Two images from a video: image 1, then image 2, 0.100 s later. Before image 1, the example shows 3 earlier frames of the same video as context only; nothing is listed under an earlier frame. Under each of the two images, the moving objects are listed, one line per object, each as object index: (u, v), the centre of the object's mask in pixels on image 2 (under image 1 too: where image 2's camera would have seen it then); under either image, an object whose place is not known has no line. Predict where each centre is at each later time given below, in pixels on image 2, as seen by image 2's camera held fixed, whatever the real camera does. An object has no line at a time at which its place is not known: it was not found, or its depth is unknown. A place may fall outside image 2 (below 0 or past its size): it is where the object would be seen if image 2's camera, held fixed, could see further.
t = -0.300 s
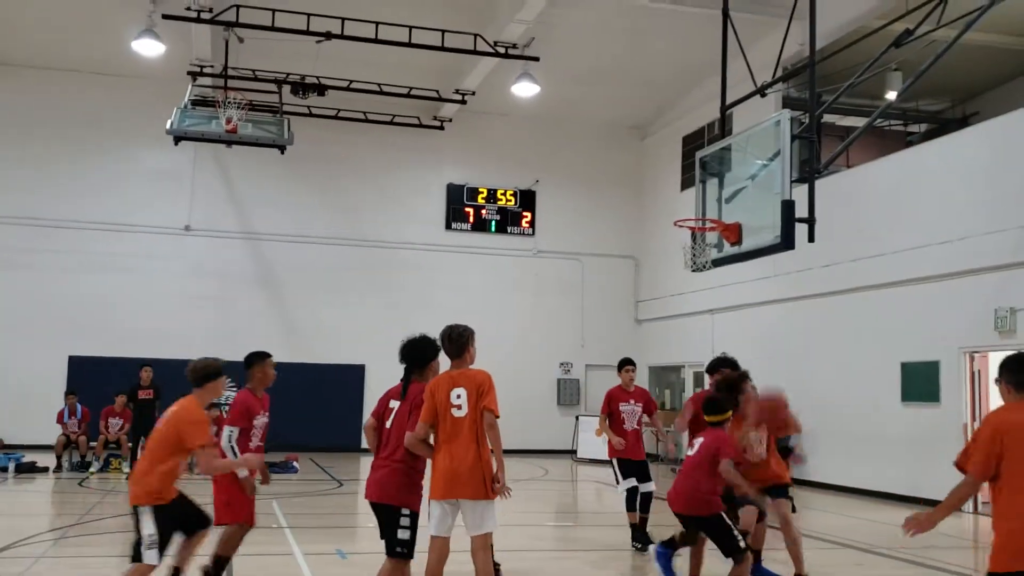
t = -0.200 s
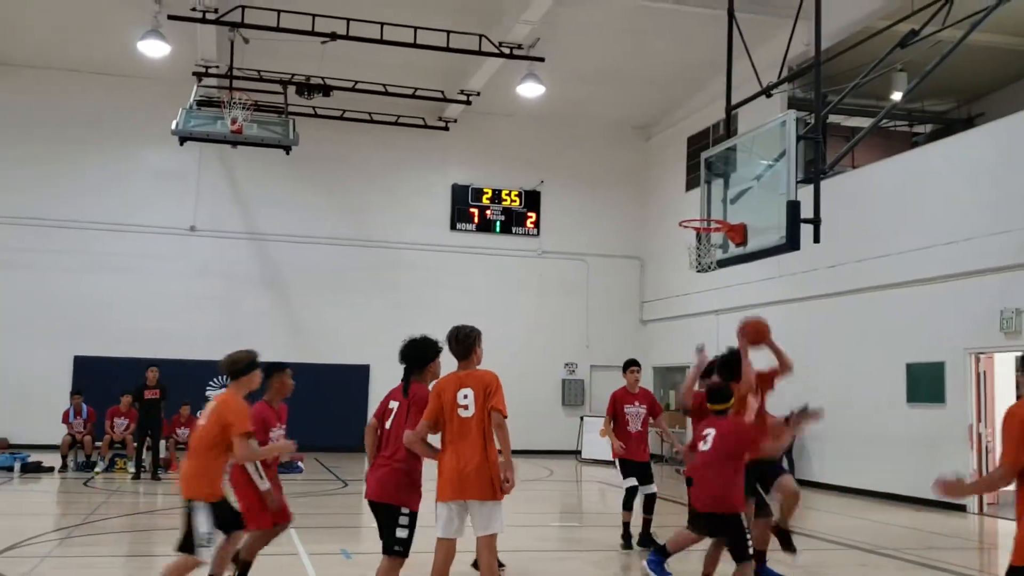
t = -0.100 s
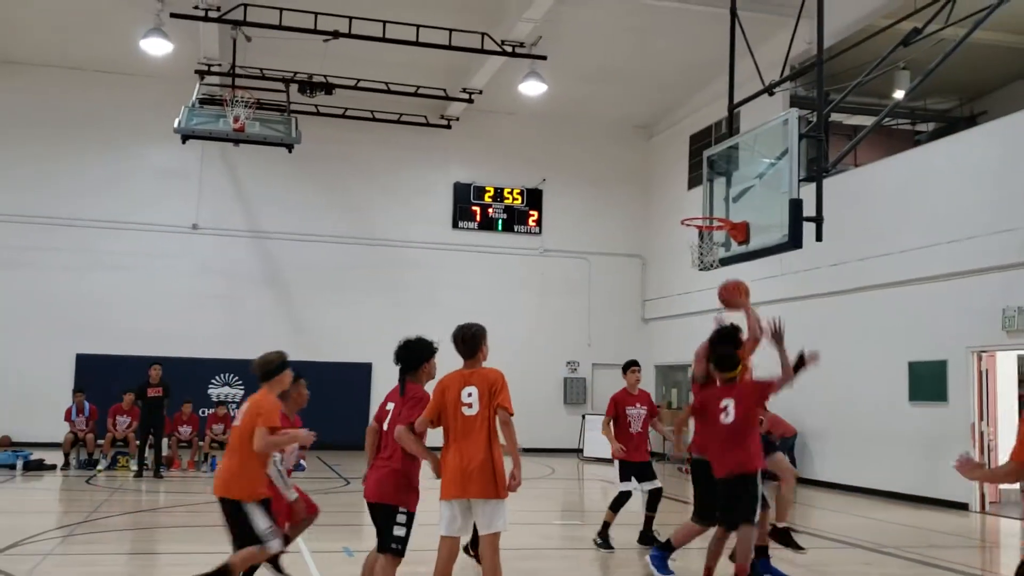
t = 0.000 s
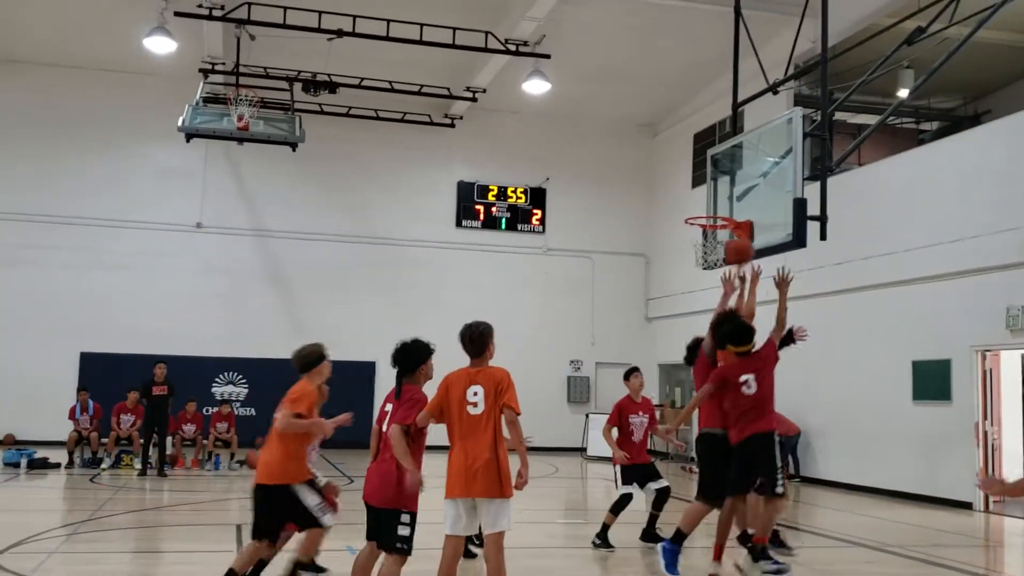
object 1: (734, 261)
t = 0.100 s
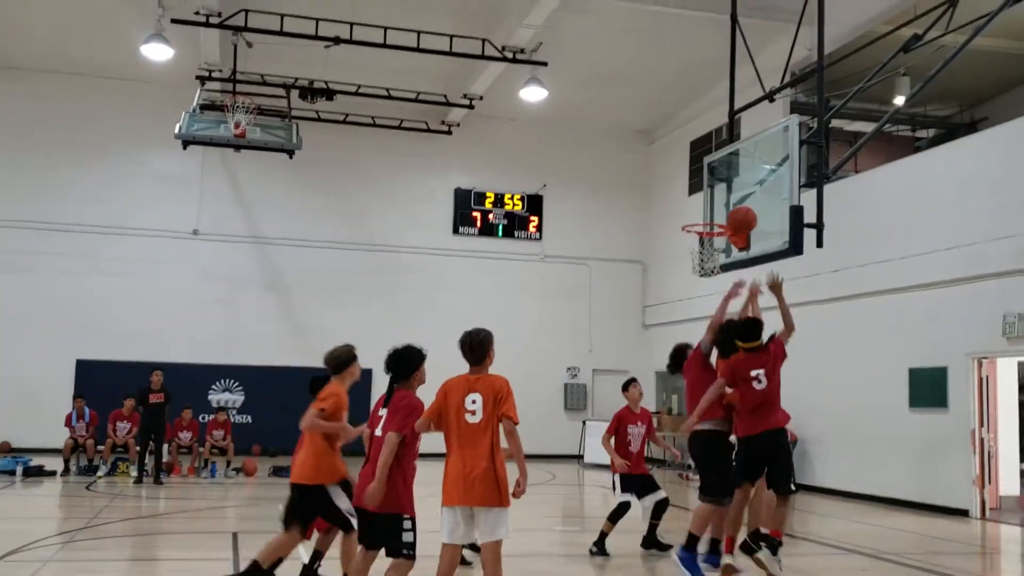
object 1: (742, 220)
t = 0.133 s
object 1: (744, 210)
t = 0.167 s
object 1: (746, 202)
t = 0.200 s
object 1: (748, 195)
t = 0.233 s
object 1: (750, 189)
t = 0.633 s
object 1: (735, 215)
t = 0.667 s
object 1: (729, 224)
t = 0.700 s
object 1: (722, 233)
